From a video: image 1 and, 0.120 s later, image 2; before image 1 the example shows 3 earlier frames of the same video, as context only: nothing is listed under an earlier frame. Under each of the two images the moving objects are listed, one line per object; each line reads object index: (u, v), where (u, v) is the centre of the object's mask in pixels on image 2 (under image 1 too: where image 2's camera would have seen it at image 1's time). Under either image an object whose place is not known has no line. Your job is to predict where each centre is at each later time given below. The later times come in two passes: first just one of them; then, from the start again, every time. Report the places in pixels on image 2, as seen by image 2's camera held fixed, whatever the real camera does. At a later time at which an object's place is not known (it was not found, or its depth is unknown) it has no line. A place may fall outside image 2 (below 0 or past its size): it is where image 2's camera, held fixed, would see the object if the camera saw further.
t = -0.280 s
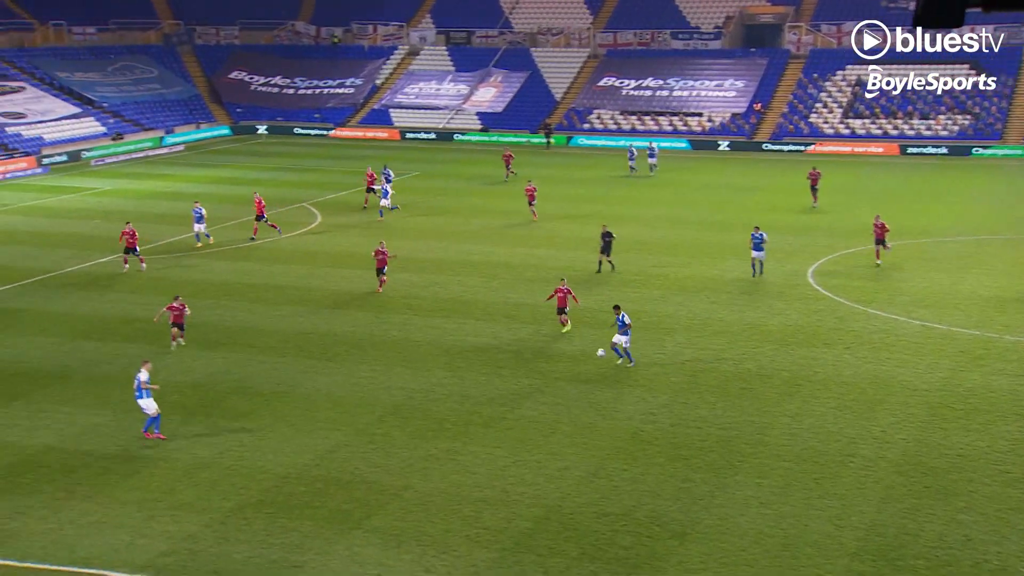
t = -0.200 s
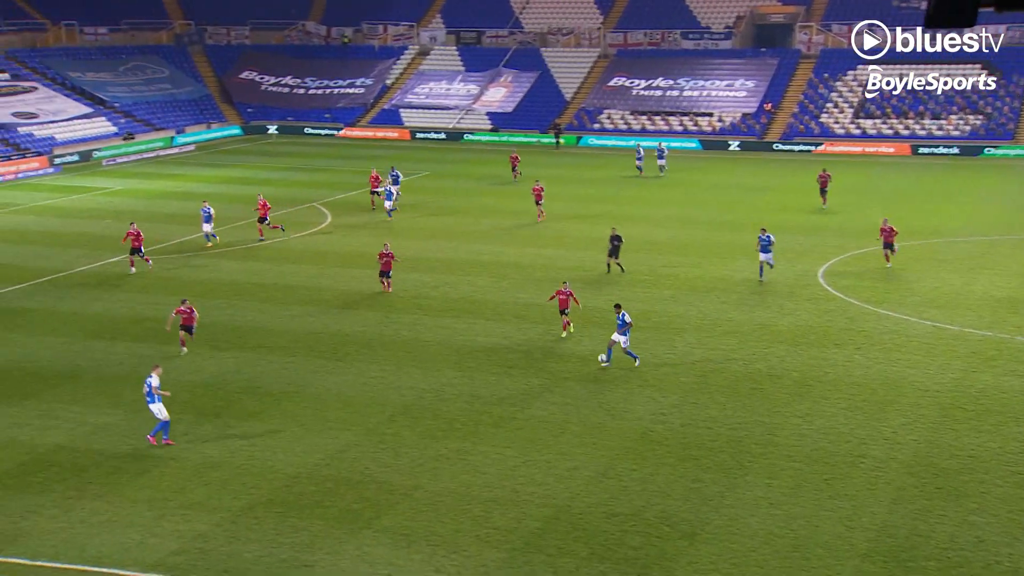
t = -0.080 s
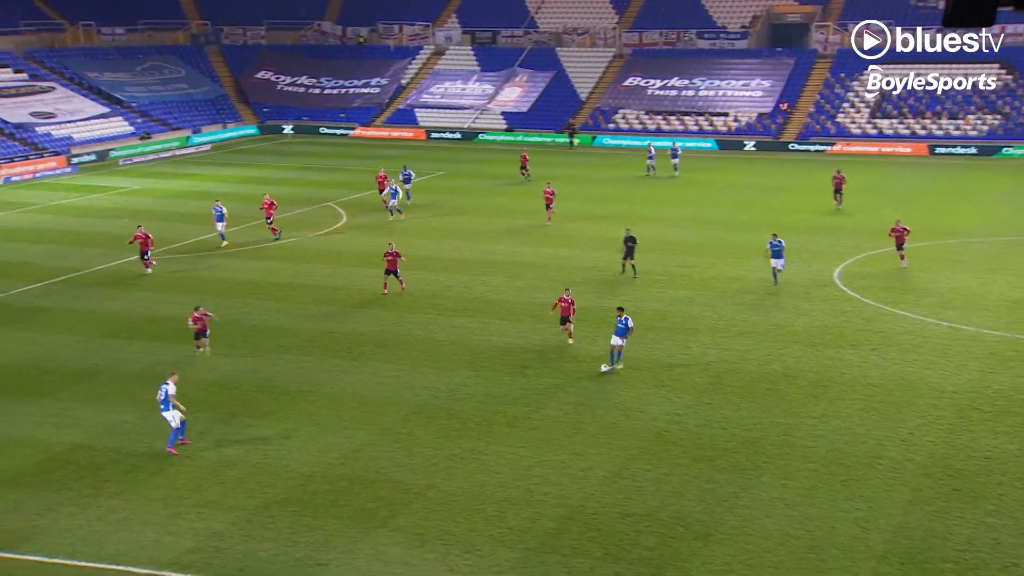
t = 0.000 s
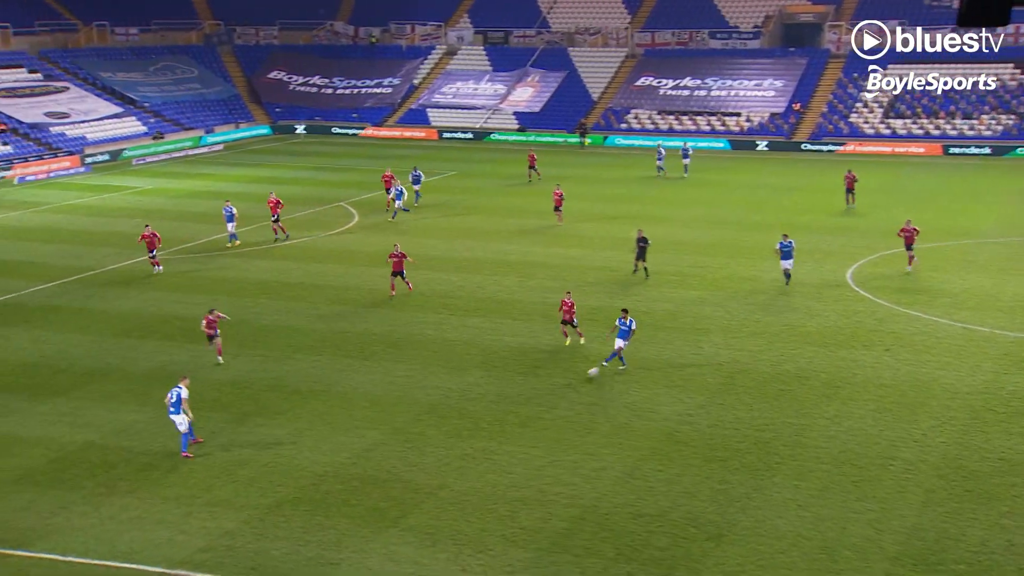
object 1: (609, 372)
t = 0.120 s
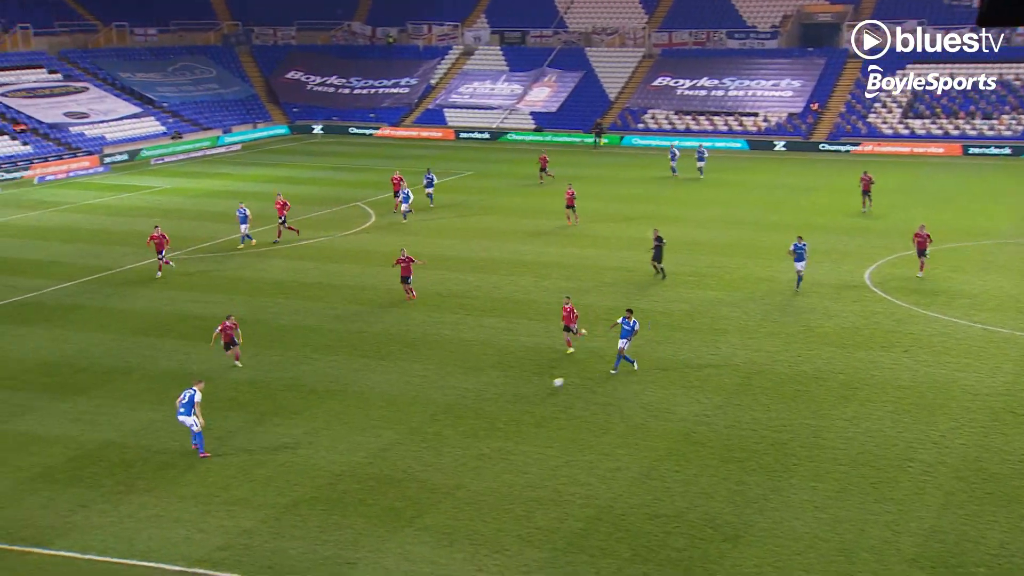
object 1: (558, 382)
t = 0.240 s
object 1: (507, 395)
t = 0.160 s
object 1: (541, 386)
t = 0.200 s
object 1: (524, 390)
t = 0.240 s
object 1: (507, 395)
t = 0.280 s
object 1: (490, 400)
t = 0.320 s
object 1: (473, 402)
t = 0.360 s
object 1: (457, 405)
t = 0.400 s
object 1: (441, 409)
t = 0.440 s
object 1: (424, 413)
